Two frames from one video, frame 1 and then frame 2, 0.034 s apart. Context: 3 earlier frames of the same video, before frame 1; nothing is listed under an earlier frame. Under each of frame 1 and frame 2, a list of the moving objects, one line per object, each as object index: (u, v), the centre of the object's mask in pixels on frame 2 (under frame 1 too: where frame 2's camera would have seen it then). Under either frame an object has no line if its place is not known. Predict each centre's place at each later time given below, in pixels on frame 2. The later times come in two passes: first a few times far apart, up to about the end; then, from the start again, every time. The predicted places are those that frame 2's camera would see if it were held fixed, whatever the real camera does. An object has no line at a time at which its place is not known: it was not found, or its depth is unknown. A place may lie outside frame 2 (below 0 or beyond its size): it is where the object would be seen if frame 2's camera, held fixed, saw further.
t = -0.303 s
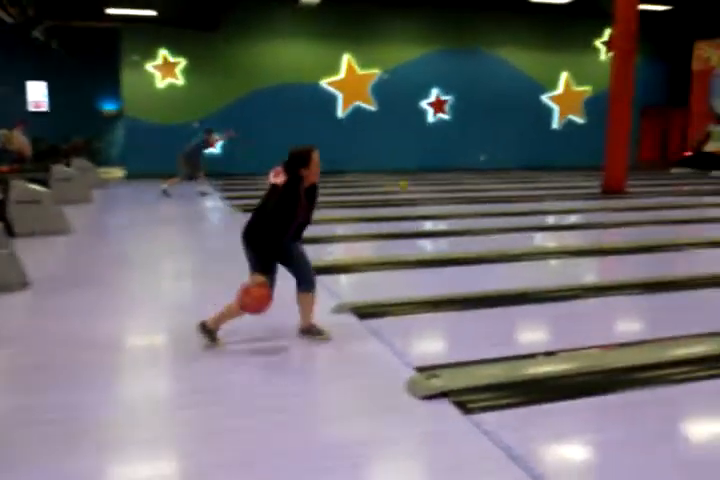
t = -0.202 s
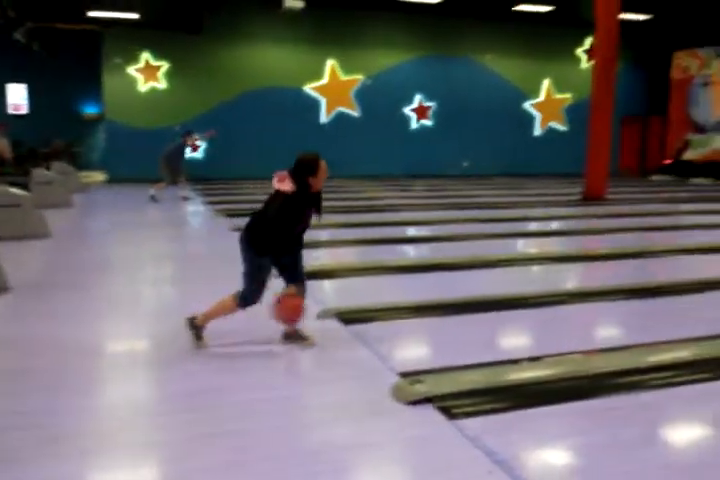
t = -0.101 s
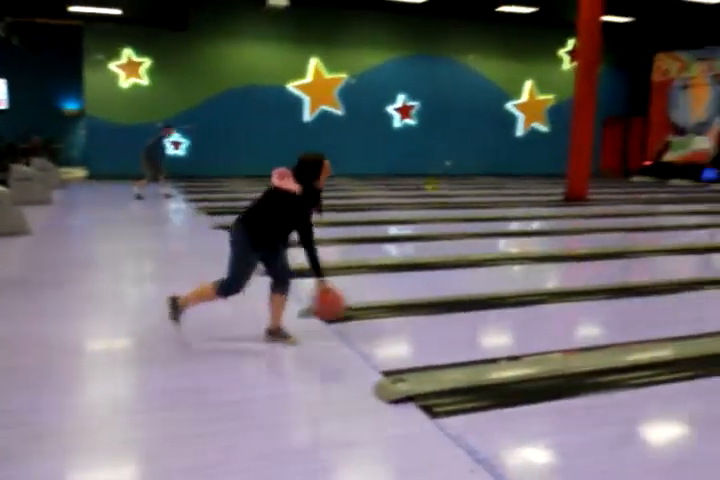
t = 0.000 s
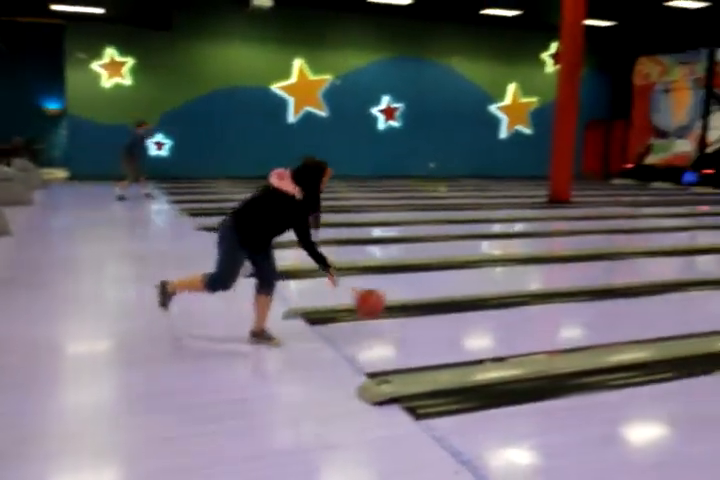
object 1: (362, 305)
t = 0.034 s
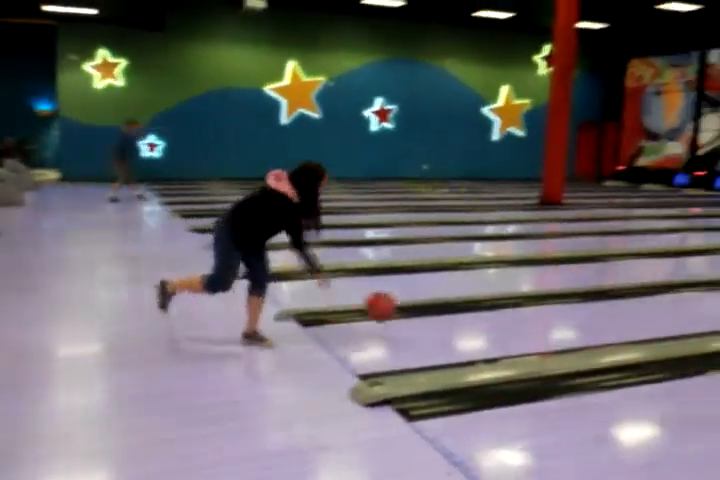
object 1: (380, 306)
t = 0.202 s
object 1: (466, 314)
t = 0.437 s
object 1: (570, 310)
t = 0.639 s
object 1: (648, 301)
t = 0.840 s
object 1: (713, 295)
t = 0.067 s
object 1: (398, 311)
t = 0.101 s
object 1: (416, 316)
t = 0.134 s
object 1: (433, 321)
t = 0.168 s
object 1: (449, 318)
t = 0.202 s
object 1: (466, 314)
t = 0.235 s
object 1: (482, 313)
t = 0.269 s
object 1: (497, 314)
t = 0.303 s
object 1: (512, 315)
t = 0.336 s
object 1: (528, 313)
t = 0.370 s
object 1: (543, 312)
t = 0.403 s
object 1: (556, 312)
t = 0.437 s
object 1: (570, 310)
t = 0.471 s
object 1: (584, 309)
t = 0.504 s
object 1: (598, 308)
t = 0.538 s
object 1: (610, 306)
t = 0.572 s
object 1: (623, 305)
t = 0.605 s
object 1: (636, 303)
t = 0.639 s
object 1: (648, 301)
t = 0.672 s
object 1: (659, 300)
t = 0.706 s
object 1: (671, 300)
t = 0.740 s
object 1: (683, 299)
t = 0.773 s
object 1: (693, 298)
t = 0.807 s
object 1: (703, 296)
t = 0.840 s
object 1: (713, 295)
